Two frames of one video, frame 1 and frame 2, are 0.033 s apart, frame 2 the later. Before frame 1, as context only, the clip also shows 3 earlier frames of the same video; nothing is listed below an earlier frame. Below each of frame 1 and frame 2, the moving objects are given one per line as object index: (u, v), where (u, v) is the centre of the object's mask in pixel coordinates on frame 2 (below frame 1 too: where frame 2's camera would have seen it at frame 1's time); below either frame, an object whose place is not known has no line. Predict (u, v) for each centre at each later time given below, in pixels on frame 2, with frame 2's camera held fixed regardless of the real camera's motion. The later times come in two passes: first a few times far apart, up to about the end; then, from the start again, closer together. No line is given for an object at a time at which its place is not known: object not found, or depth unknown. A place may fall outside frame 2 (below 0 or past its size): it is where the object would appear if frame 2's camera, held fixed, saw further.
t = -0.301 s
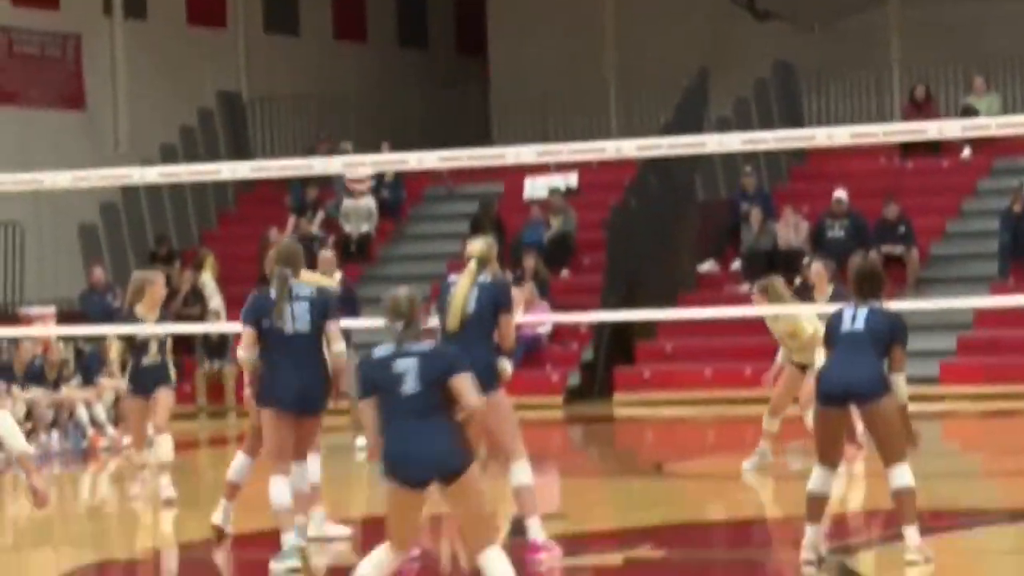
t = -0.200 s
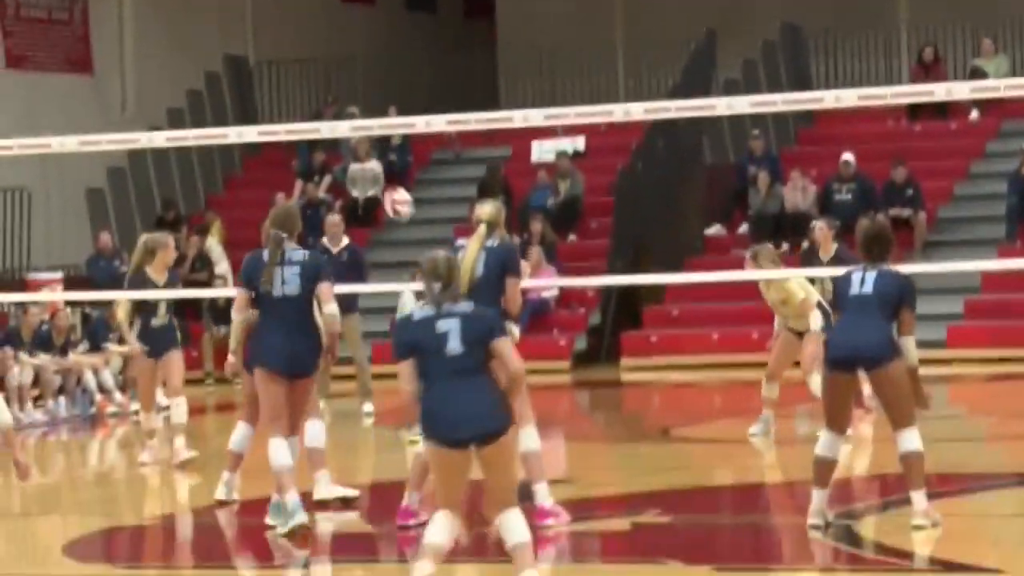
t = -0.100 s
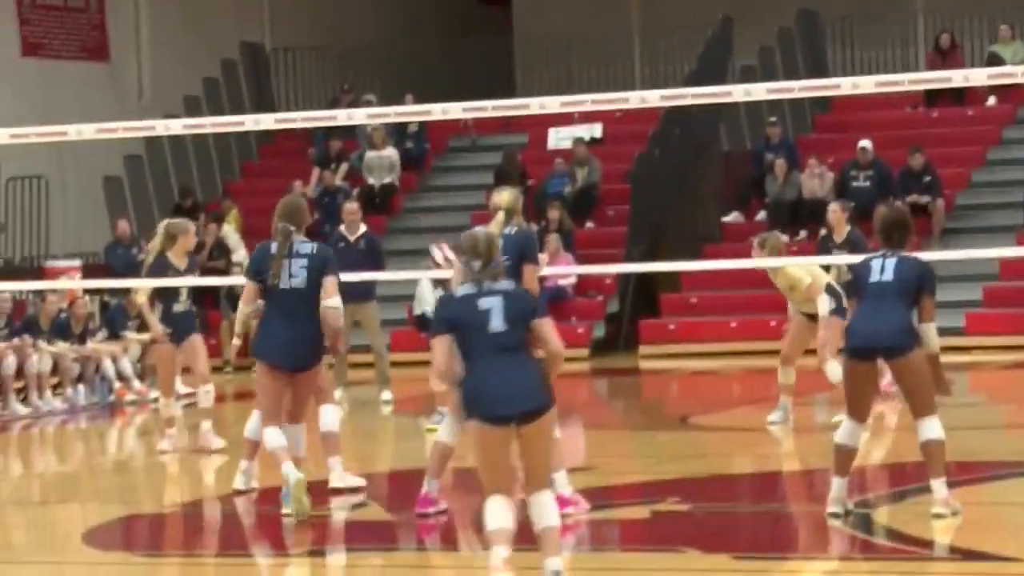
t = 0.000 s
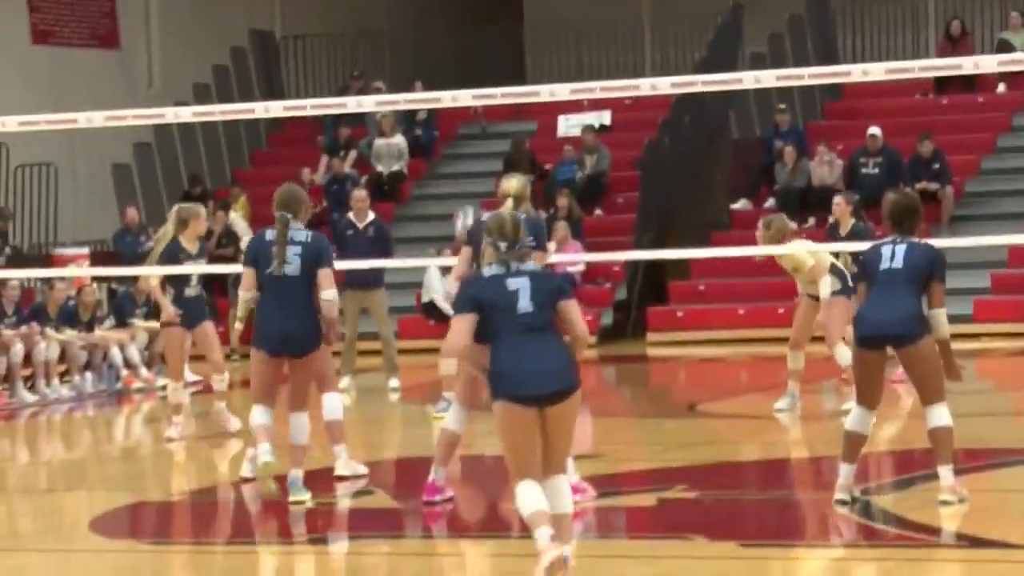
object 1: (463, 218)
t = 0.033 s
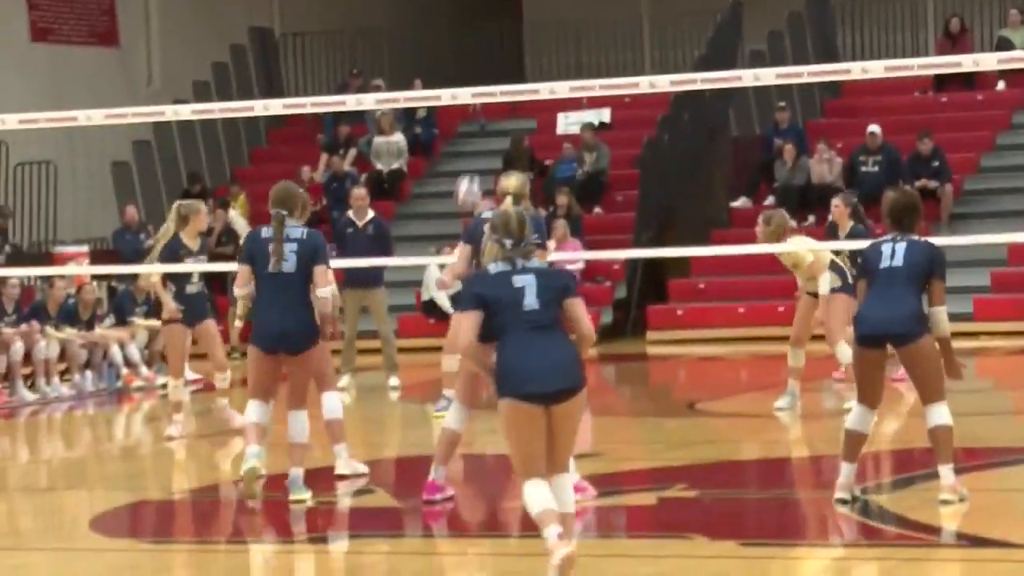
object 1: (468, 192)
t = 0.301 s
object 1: (490, -9)
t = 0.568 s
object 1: (519, -122)
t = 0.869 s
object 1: (558, -126)
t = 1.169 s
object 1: (596, -4)
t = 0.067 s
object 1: (470, 162)
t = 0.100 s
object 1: (473, 133)
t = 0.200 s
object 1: (481, 56)
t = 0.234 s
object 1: (484, 33)
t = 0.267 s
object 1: (487, 11)
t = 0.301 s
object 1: (490, -9)
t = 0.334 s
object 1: (493, -29)
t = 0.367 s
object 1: (496, -47)
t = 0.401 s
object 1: (499, -65)
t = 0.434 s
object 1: (503, -78)
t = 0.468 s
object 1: (506, -93)
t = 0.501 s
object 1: (510, -105)
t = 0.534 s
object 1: (515, -113)
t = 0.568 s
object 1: (519, -122)
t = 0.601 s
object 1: (523, -128)
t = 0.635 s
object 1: (527, -133)
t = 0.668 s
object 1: (531, -137)
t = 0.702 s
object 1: (536, -139)
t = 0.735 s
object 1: (540, -140)
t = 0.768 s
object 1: (544, -138)
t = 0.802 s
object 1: (548, -136)
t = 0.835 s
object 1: (553, -133)
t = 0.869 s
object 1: (558, -126)
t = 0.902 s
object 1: (562, -118)
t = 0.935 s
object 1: (566, -109)
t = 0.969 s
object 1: (571, -101)
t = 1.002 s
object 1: (575, -88)
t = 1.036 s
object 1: (579, -74)
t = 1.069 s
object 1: (583, -60)
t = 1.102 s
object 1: (588, -42)
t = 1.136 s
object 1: (592, -24)
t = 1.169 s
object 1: (596, -4)
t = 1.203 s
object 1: (601, 17)
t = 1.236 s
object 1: (605, 40)
